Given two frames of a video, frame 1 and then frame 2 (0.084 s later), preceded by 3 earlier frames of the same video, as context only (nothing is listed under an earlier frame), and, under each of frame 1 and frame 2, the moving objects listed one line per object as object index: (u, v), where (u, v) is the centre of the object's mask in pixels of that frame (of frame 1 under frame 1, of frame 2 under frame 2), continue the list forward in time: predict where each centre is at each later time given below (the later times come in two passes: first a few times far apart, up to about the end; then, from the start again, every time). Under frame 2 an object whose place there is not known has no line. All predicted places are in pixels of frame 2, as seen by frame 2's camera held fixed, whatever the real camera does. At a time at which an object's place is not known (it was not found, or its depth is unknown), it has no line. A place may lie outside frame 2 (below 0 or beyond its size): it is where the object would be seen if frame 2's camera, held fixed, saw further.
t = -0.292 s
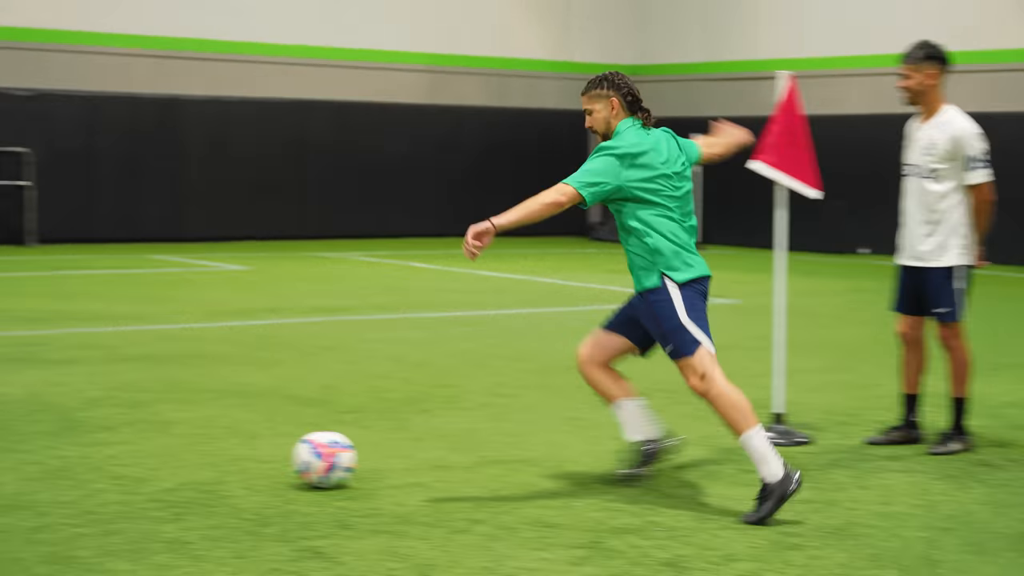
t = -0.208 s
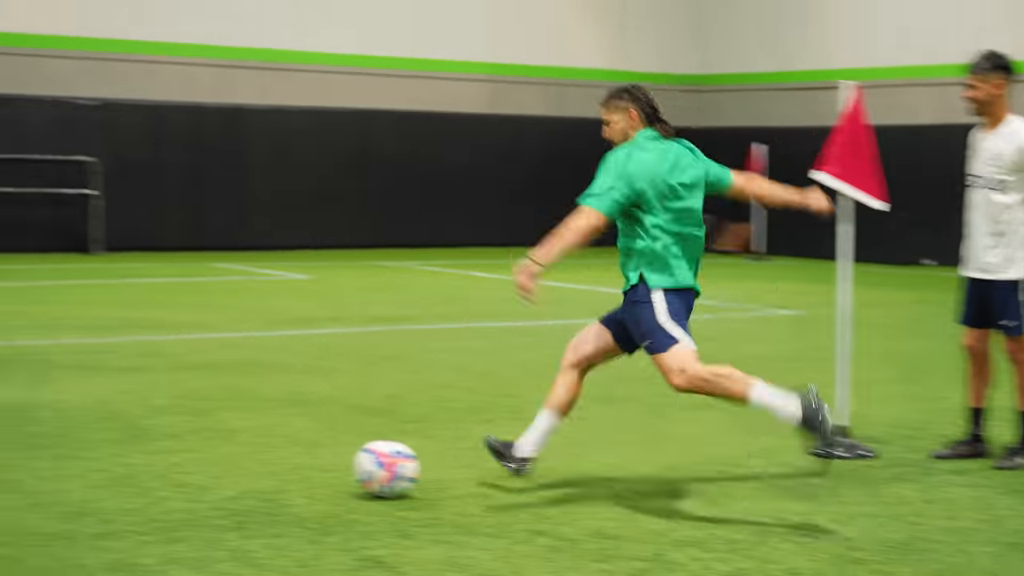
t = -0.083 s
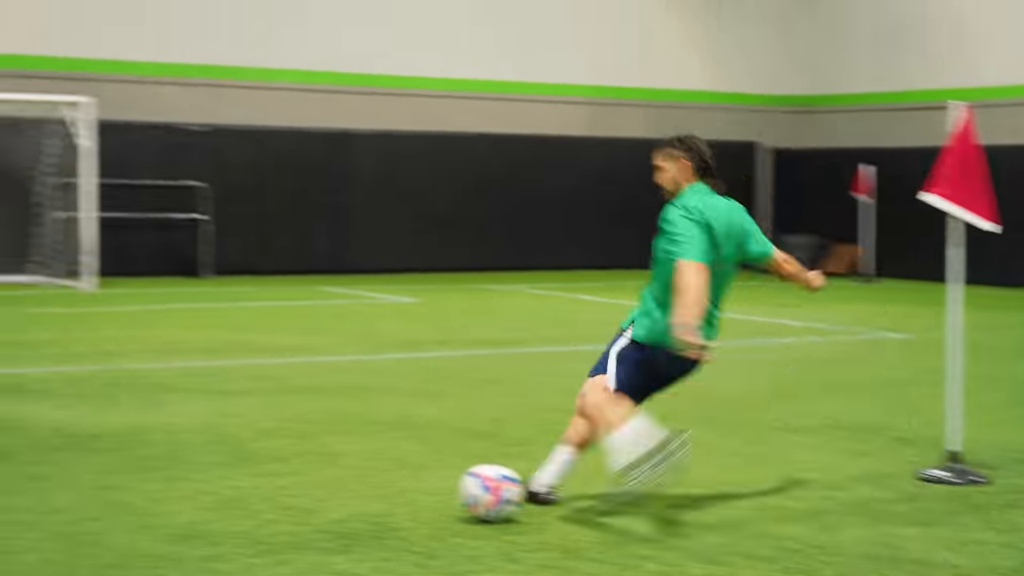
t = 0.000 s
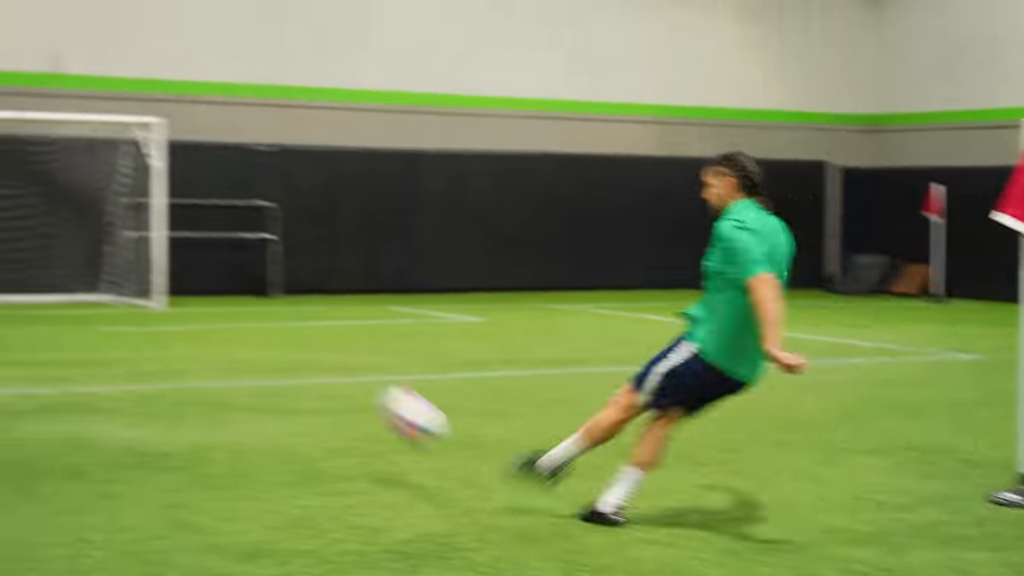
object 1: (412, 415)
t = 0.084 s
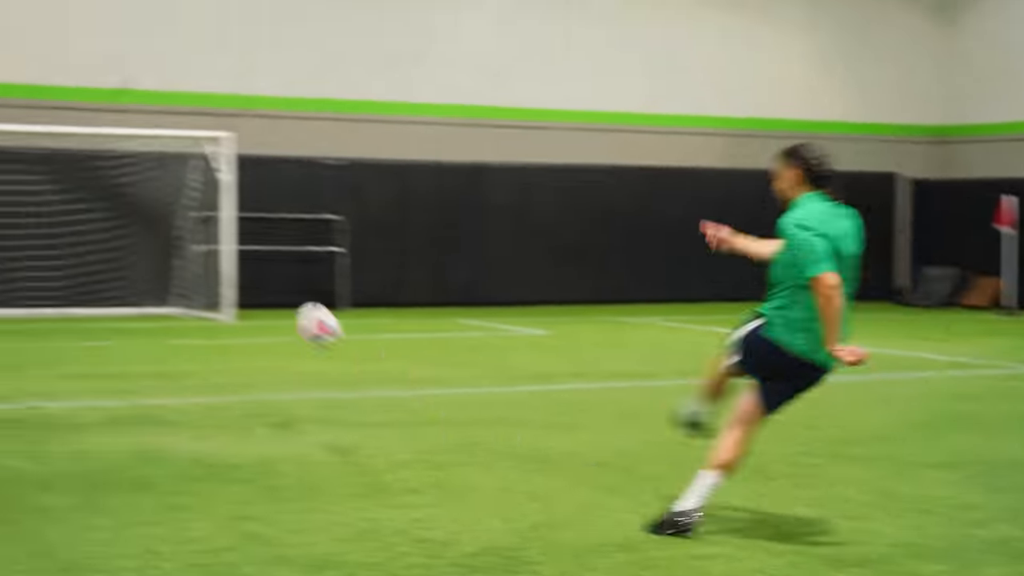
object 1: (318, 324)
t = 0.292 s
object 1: (125, 203)
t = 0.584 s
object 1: (35, 139)
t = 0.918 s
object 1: (1, 282)
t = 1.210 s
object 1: (12, 262)
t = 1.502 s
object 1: (17, 293)
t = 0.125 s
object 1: (263, 290)
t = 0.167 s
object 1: (217, 262)
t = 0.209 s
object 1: (182, 238)
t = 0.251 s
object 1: (151, 219)
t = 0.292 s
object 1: (125, 203)
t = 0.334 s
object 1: (104, 189)
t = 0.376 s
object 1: (88, 177)
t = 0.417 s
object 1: (72, 168)
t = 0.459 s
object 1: (61, 161)
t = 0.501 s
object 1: (50, 153)
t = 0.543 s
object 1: (41, 145)
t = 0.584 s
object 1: (35, 139)
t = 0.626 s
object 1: (27, 137)
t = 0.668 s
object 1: (21, 141)
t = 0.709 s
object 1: (16, 154)
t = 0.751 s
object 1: (12, 177)
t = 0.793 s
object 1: (9, 202)
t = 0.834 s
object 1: (5, 230)
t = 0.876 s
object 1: (2, 255)
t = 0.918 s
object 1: (1, 282)
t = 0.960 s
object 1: (2, 294)
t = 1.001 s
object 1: (4, 276)
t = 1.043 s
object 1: (6, 263)
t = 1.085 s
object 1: (9, 254)
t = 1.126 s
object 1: (11, 252)
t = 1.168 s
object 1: (11, 256)
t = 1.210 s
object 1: (12, 262)
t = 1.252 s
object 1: (11, 271)
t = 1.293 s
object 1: (13, 281)
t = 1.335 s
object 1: (14, 292)
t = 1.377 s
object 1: (16, 304)
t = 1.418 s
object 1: (15, 307)
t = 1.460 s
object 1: (16, 300)
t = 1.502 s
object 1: (17, 293)
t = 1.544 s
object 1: (20, 289)
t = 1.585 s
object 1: (23, 285)
